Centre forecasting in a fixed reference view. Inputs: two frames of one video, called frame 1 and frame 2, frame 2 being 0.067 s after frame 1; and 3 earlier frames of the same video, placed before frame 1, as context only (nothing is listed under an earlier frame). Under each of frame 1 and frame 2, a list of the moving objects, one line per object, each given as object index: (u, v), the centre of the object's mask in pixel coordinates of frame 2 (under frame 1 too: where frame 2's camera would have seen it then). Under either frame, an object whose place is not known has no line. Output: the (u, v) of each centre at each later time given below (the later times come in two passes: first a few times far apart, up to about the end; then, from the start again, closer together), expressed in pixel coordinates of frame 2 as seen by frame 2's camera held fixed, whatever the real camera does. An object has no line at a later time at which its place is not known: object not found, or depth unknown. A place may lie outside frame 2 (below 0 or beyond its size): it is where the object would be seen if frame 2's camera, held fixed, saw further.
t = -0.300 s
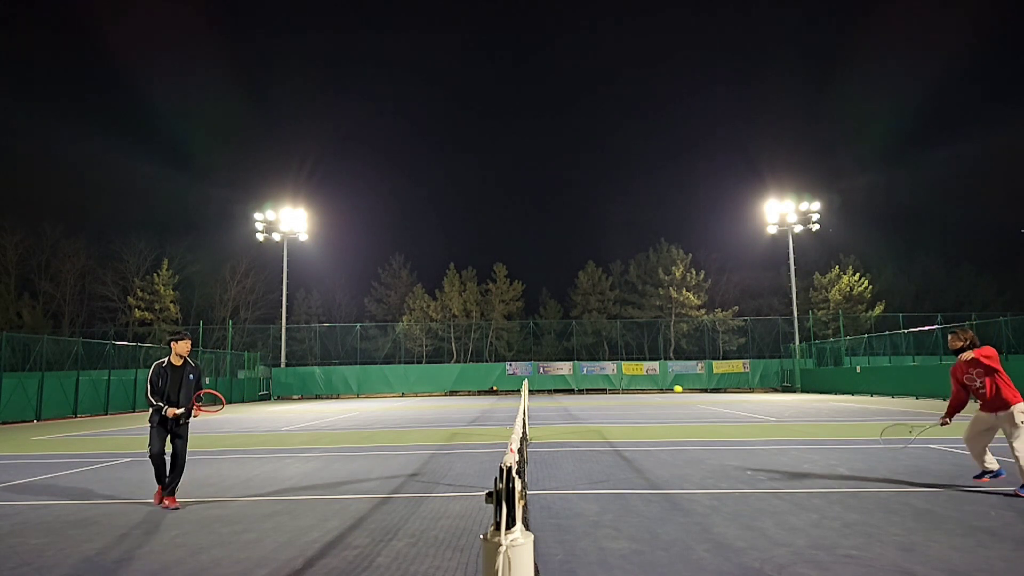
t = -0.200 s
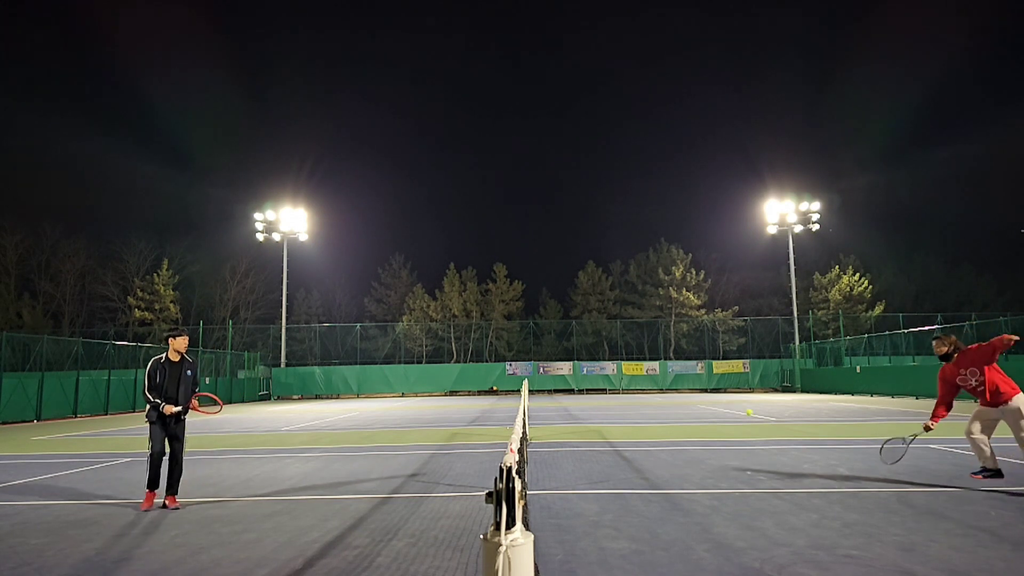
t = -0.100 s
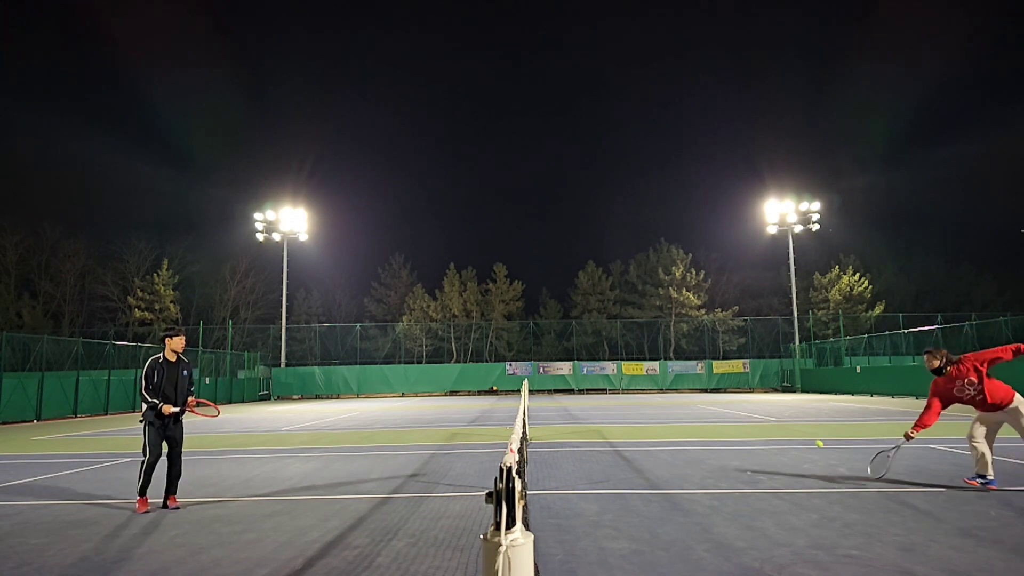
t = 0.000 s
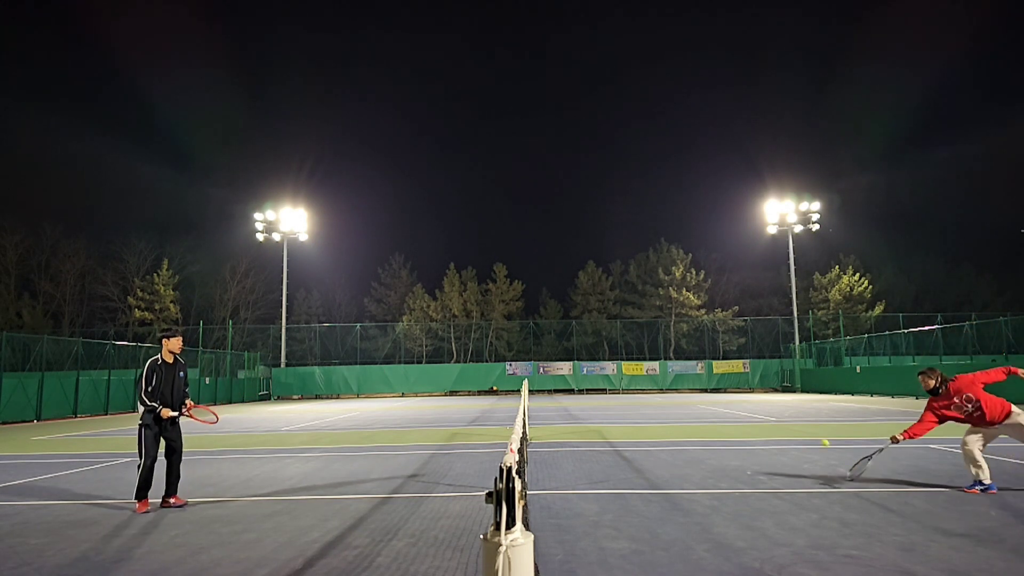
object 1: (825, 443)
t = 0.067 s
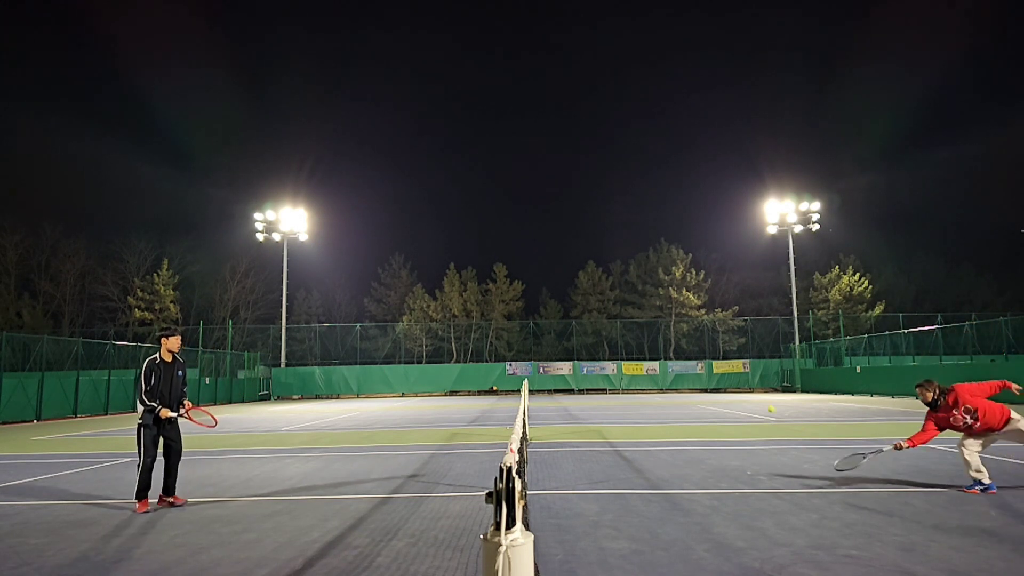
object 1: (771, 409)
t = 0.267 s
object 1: (607, 331)
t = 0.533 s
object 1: (382, 288)
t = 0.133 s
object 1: (716, 379)
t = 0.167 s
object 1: (689, 365)
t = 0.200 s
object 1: (662, 353)
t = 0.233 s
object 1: (634, 342)
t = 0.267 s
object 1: (607, 331)
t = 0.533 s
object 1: (382, 288)
